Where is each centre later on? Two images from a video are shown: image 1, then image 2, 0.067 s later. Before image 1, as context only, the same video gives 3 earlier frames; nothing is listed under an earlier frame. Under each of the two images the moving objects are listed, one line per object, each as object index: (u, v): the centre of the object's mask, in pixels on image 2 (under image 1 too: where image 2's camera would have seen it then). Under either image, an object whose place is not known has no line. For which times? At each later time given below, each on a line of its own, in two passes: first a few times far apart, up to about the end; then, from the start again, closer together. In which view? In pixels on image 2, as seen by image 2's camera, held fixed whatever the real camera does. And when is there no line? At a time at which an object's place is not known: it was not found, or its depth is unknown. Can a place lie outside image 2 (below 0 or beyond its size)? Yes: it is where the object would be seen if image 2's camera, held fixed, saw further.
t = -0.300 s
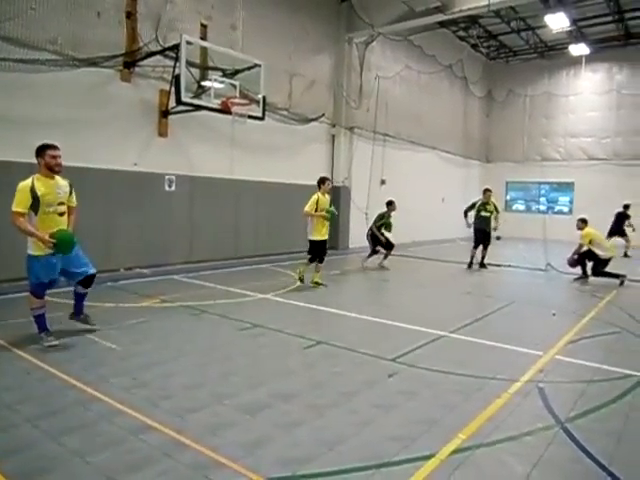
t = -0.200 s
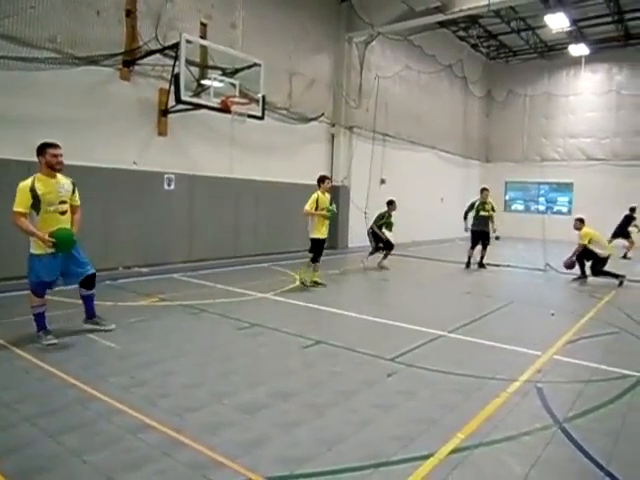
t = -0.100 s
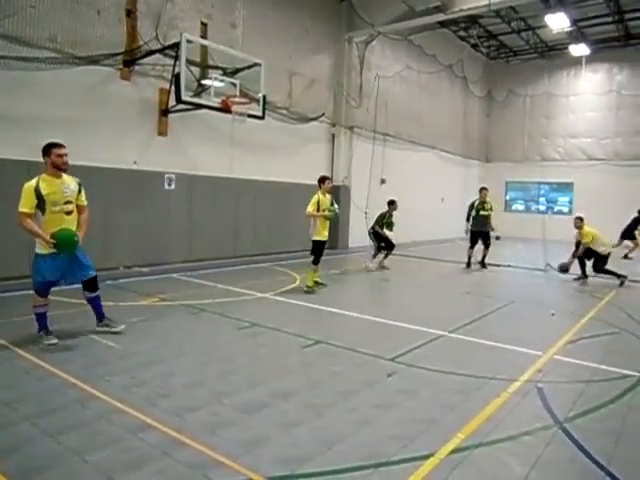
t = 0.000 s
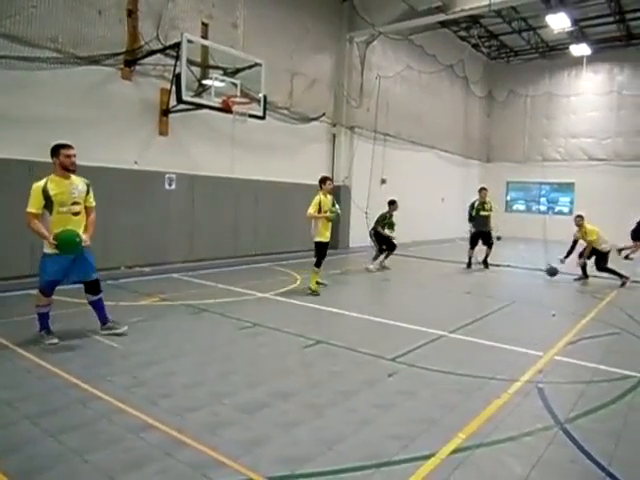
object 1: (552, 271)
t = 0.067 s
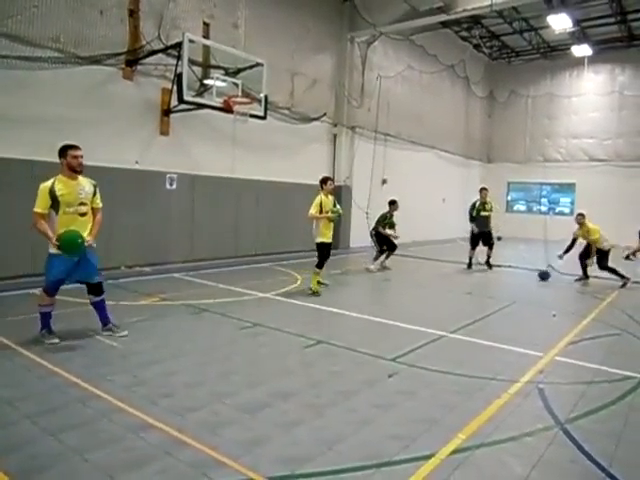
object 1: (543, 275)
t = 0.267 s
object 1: (524, 271)
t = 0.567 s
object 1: (493, 274)
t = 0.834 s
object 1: (465, 274)
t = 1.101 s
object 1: (436, 275)
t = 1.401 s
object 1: (402, 276)
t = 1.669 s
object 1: (368, 280)
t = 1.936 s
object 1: (330, 284)
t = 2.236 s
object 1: (284, 289)
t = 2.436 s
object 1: (253, 297)
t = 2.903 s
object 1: (154, 306)
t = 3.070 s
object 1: (116, 310)
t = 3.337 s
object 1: (49, 319)
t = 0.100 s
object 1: (540, 273)
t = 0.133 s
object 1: (537, 272)
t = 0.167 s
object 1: (534, 271)
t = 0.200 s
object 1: (531, 271)
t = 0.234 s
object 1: (528, 271)
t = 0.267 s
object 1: (524, 271)
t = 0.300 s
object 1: (521, 272)
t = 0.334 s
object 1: (517, 274)
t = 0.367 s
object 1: (514, 275)
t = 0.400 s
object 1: (510, 273)
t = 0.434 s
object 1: (507, 272)
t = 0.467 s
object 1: (504, 272)
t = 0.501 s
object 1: (500, 273)
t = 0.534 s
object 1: (497, 273)
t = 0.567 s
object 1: (493, 274)
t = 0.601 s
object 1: (489, 275)
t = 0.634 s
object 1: (486, 274)
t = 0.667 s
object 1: (482, 273)
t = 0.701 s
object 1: (479, 273)
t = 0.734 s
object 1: (475, 273)
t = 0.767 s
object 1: (472, 275)
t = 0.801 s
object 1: (469, 275)
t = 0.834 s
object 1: (465, 274)
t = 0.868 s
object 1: (461, 274)
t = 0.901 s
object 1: (458, 274)
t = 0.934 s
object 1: (454, 275)
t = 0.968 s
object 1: (450, 275)
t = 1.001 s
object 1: (446, 274)
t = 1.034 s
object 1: (443, 274)
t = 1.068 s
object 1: (439, 275)
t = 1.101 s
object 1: (436, 275)
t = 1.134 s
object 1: (432, 275)
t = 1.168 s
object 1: (429, 275)
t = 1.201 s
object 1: (425, 275)
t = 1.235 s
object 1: (421, 274)
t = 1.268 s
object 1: (417, 274)
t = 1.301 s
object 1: (413, 275)
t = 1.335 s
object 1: (410, 275)
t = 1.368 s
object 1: (406, 275)
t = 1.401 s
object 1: (402, 276)
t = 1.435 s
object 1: (398, 277)
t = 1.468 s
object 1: (393, 277)
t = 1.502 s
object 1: (389, 277)
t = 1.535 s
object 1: (384, 278)
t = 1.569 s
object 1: (381, 278)
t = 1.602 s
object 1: (376, 279)
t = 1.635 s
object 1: (372, 279)
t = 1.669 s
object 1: (368, 280)
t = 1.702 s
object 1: (363, 280)
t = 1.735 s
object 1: (359, 281)
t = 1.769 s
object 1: (354, 282)
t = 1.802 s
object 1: (350, 282)
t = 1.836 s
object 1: (345, 282)
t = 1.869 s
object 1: (340, 283)
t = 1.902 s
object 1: (335, 284)
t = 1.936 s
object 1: (330, 284)
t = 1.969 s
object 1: (325, 284)
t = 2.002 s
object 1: (321, 285)
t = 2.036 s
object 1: (316, 286)
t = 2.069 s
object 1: (311, 287)
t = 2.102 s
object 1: (306, 287)
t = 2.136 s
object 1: (300, 288)
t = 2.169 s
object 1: (295, 288)
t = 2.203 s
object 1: (289, 289)
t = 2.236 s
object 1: (284, 289)
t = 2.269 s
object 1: (278, 290)
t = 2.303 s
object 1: (273, 290)
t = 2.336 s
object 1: (267, 291)
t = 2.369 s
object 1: (261, 292)
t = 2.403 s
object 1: (257, 293)
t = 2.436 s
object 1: (253, 297)
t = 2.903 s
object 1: (154, 306)
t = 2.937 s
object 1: (148, 306)
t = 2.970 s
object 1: (140, 307)
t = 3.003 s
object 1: (132, 309)
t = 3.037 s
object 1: (124, 309)
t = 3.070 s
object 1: (116, 310)
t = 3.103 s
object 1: (108, 311)
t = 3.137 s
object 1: (99, 313)
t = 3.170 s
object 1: (90, 314)
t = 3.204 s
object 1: (80, 315)
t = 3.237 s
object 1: (71, 316)
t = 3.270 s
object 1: (62, 318)
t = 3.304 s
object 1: (54, 318)
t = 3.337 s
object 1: (49, 319)
